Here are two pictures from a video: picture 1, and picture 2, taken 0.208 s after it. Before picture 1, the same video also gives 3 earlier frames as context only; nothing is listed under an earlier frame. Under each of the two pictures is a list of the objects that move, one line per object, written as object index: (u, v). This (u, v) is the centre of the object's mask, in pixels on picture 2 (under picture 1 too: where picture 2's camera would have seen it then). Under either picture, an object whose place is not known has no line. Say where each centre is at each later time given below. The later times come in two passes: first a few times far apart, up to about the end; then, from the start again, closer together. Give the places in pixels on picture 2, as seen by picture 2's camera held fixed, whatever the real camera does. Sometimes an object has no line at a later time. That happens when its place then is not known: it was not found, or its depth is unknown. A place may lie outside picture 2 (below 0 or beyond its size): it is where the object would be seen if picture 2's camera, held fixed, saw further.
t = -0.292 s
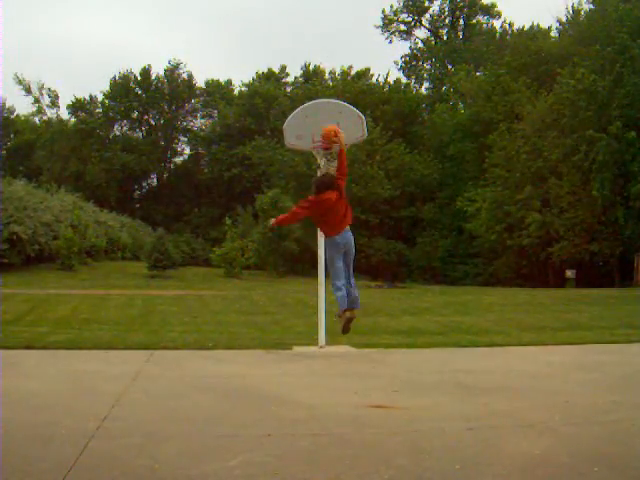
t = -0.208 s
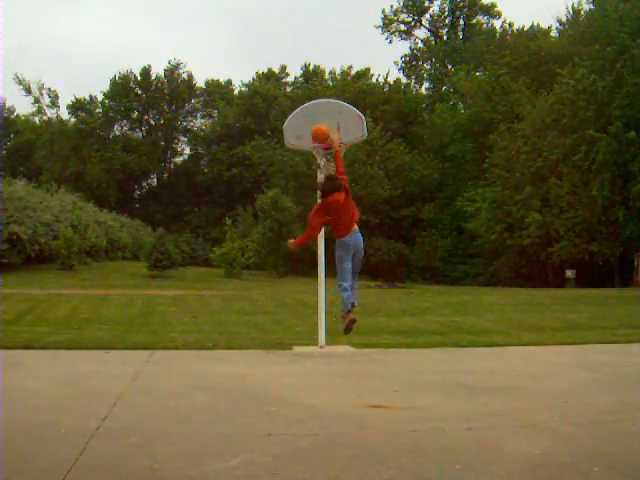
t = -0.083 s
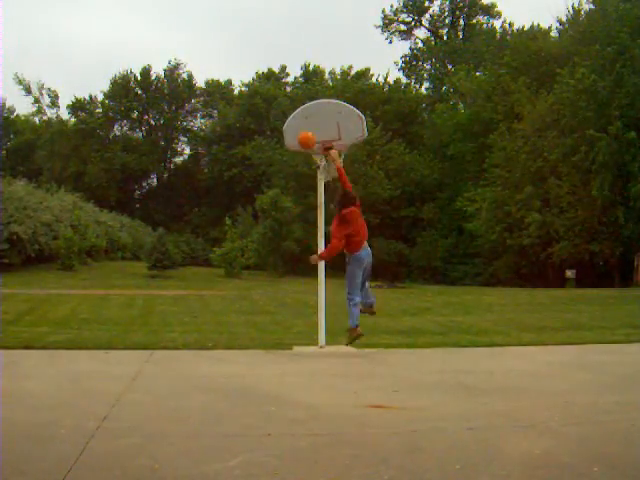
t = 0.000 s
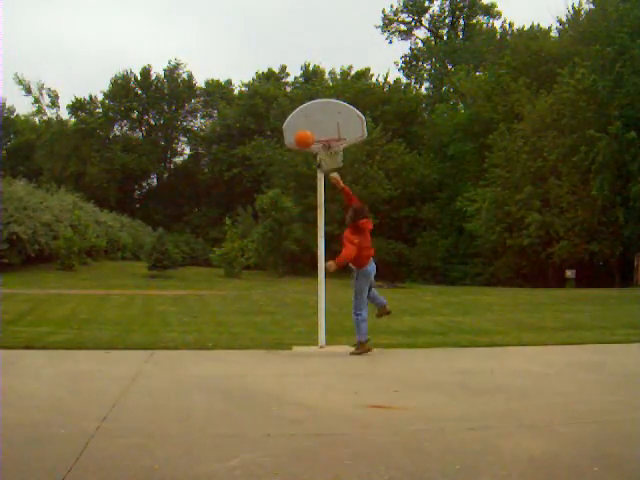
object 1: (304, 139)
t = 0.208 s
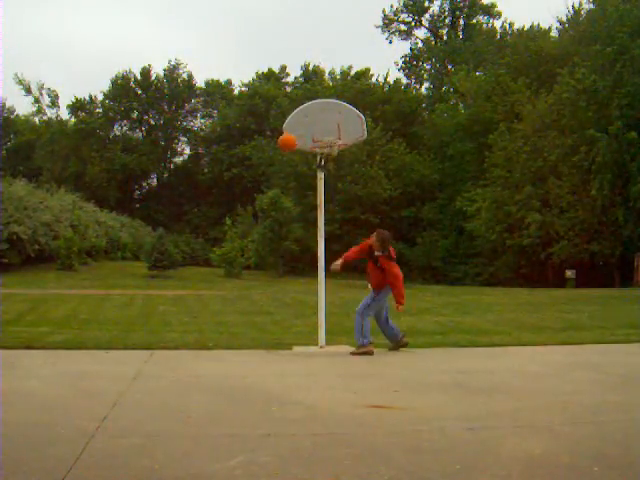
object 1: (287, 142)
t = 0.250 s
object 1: (283, 147)
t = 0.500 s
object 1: (262, 202)
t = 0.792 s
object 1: (238, 326)
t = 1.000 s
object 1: (228, 283)
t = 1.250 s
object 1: (217, 230)
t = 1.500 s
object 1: (207, 226)
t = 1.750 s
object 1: (197, 270)
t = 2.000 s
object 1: (188, 336)
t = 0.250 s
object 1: (283, 147)
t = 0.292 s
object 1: (280, 153)
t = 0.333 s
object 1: (276, 159)
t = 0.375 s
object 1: (272, 168)
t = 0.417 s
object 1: (269, 178)
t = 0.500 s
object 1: (262, 202)
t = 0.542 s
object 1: (258, 215)
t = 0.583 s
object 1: (255, 230)
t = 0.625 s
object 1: (251, 247)
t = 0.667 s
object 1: (248, 264)
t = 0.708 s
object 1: (245, 283)
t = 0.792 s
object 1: (238, 326)
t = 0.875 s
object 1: (233, 328)
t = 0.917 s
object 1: (231, 312)
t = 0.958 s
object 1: (230, 297)
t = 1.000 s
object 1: (228, 283)
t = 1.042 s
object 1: (226, 271)
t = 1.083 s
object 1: (224, 260)
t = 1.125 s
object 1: (222, 251)
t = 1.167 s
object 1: (221, 243)
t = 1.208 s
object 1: (220, 236)
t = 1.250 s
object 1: (217, 230)
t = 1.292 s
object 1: (216, 226)
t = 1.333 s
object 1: (214, 224)
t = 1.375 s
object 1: (213, 223)
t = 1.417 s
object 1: (211, 222)
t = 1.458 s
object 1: (209, 223)
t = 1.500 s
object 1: (207, 226)
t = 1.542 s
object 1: (206, 230)
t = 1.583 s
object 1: (204, 235)
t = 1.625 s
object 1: (202, 242)
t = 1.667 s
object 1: (200, 250)
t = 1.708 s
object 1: (199, 259)
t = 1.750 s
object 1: (197, 270)
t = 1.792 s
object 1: (195, 282)
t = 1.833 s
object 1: (194, 296)
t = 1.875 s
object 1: (192, 311)
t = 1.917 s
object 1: (190, 328)
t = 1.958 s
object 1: (189, 346)
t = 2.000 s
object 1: (188, 336)
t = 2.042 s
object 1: (185, 322)
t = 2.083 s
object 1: (184, 310)
